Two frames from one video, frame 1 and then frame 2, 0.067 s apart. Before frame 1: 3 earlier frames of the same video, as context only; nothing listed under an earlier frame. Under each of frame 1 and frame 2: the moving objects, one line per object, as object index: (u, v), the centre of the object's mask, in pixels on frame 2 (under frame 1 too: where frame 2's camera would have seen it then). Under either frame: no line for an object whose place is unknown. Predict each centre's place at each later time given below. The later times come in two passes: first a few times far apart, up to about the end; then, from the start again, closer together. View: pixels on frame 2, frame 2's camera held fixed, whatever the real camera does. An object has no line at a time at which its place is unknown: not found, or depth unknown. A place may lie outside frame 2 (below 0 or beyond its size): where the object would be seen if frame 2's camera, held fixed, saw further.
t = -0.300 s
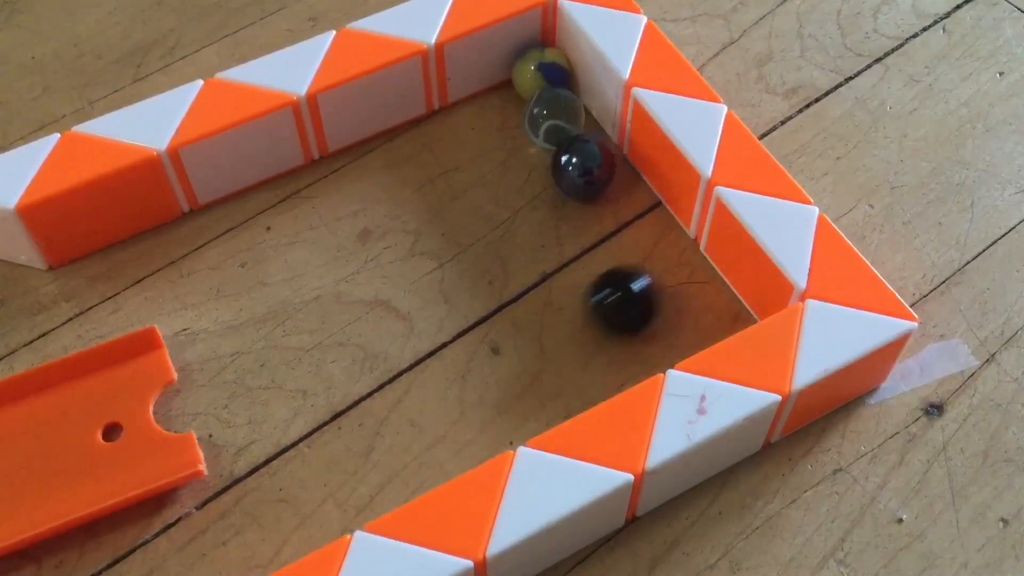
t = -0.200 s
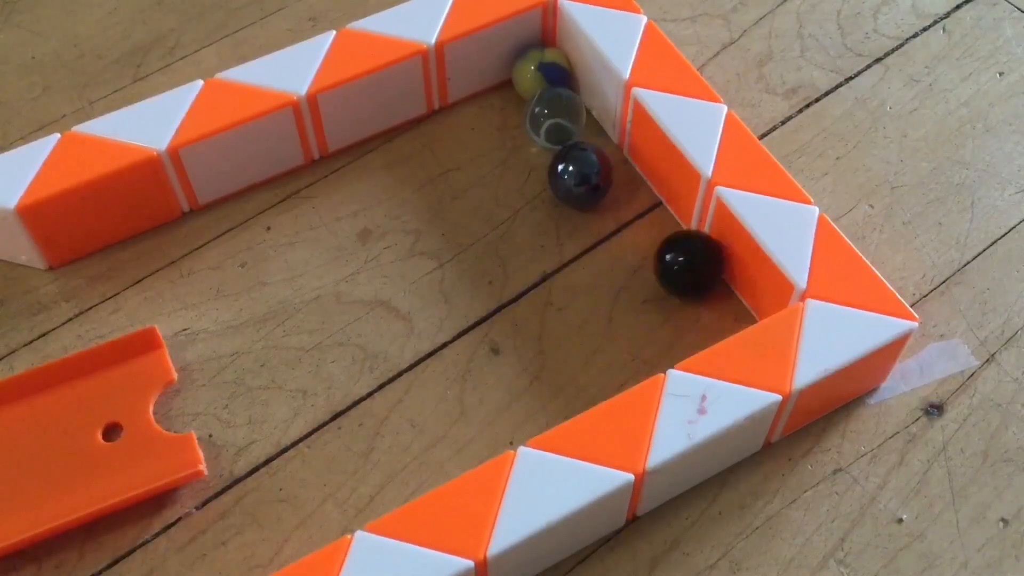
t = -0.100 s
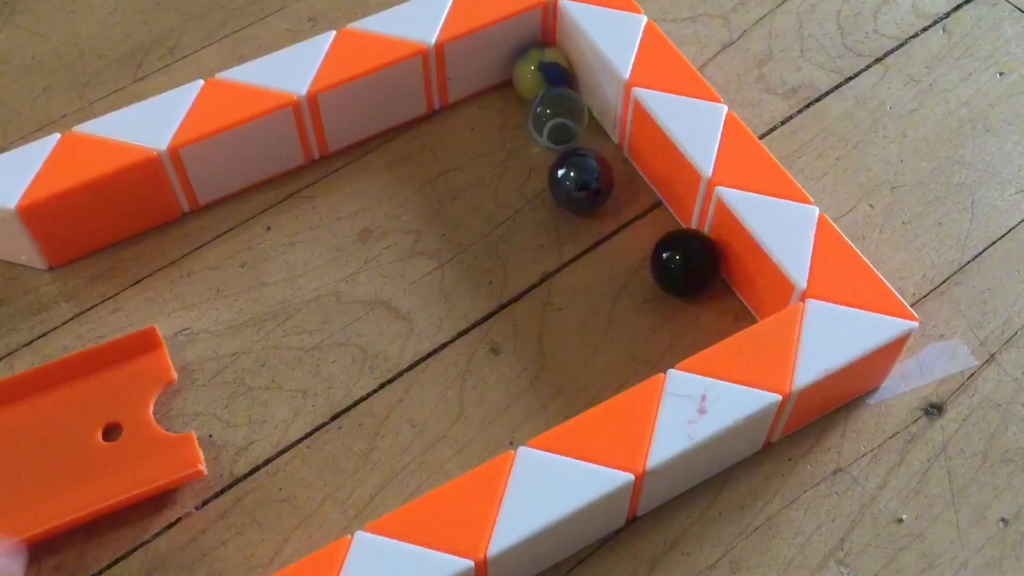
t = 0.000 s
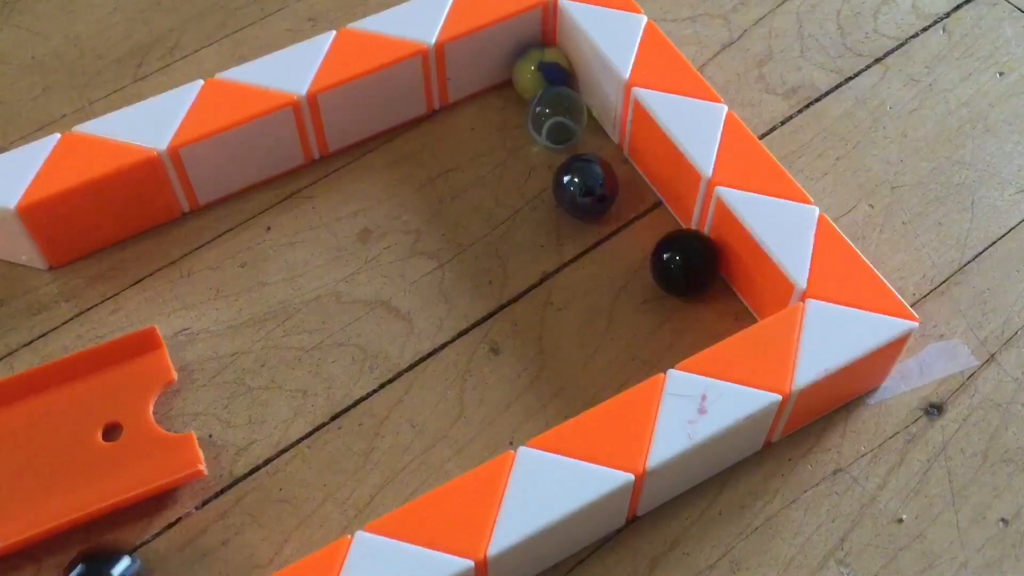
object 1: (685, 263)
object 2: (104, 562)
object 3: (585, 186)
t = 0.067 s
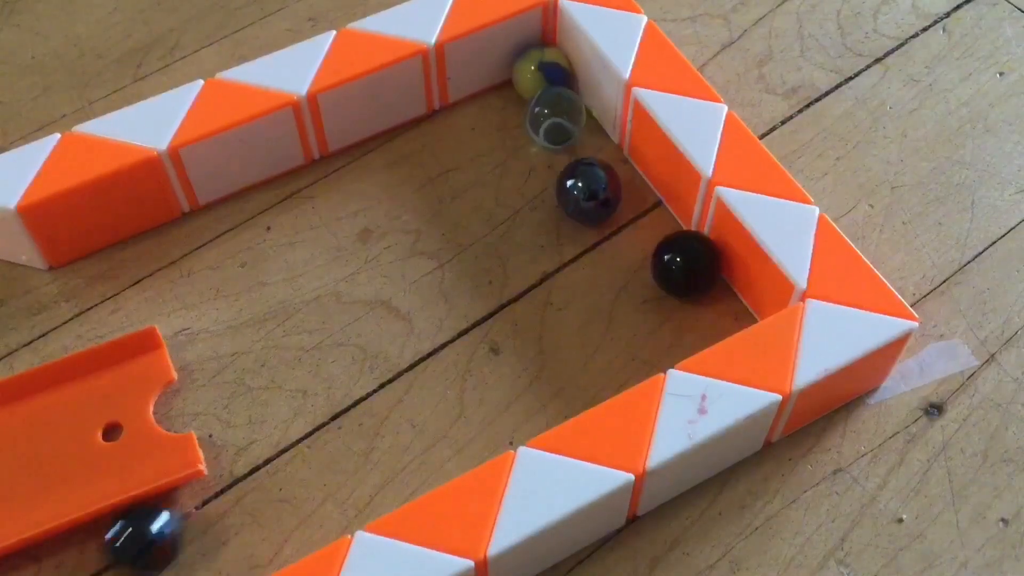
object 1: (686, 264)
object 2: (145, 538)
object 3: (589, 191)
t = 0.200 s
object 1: (692, 265)
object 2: (230, 497)
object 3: (593, 192)
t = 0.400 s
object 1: (693, 265)
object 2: (356, 437)
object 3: (602, 182)
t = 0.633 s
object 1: (693, 265)
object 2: (494, 360)
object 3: (590, 164)
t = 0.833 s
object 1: (693, 265)
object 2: (606, 295)
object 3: (582, 169)
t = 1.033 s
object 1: (686, 271)
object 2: (614, 262)
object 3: (586, 178)
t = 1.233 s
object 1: (672, 273)
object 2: (594, 245)
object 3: (593, 169)
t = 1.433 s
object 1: (669, 273)
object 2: (584, 227)
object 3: (587, 167)
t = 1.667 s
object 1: (678, 272)
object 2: (607, 213)
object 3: (587, 159)
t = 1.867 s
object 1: (677, 272)
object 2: (620, 217)
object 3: (593, 167)
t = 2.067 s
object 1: (676, 273)
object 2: (611, 220)
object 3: (591, 167)
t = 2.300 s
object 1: (677, 273)
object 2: (601, 223)
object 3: (591, 165)
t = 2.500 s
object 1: (677, 272)
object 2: (611, 218)
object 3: (591, 164)
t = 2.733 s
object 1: (677, 273)
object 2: (611, 219)
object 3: (591, 165)
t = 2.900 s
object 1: (677, 273)
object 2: (608, 220)
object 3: (590, 165)
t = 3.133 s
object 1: (677, 273)
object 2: (609, 220)
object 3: (590, 164)
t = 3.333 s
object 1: (677, 273)
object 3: (590, 164)
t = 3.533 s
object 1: (677, 273)
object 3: (591, 165)
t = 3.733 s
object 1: (677, 273)
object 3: (590, 165)
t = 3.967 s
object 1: (677, 272)
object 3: (591, 165)
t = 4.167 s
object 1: (677, 273)
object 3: (591, 165)
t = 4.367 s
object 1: (677, 273)
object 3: (590, 165)
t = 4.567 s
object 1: (677, 273)
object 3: (590, 165)
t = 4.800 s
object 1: (677, 273)
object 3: (590, 165)
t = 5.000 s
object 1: (677, 272)
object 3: (591, 165)
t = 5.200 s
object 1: (677, 273)
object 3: (590, 164)
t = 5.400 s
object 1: (677, 273)
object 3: (590, 165)
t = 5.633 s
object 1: (677, 272)
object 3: (590, 164)
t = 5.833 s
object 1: (677, 273)
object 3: (590, 164)
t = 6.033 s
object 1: (677, 273)
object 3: (590, 165)
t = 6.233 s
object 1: (677, 273)
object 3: (590, 165)
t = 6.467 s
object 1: (677, 273)
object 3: (590, 165)
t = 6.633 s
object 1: (677, 273)
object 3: (591, 164)
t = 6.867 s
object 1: (677, 273)
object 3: (591, 164)
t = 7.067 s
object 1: (676, 273)
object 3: (591, 164)
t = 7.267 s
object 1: (677, 273)
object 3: (590, 164)
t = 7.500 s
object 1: (677, 273)
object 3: (590, 164)
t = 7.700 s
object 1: (677, 273)
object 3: (590, 164)
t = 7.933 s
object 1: (676, 273)
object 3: (590, 164)
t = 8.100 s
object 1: (676, 273)
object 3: (590, 164)
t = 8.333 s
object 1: (676, 273)
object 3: (591, 165)
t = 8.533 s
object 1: (677, 273)
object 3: (591, 164)
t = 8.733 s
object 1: (676, 273)
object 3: (590, 164)
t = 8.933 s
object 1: (677, 273)
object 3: (591, 165)
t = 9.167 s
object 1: (677, 273)
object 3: (591, 165)
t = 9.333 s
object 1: (677, 273)
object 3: (591, 165)
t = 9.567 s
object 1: (677, 273)
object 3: (591, 164)
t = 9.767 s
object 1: (677, 273)
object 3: (591, 164)
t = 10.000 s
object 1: (677, 273)
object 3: (591, 164)
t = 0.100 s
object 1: (687, 265)
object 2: (165, 525)
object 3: (590, 192)
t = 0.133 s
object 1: (688, 266)
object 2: (187, 516)
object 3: (591, 193)
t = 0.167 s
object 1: (690, 266)
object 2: (209, 507)
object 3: (592, 193)
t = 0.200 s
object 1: (692, 265)
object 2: (230, 497)
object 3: (593, 192)
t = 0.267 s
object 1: (693, 265)
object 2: (272, 478)
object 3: (597, 189)
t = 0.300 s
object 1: (693, 266)
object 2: (294, 468)
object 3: (598, 187)
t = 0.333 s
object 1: (693, 266)
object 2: (315, 458)
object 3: (600, 186)
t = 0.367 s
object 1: (693, 266)
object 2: (336, 447)
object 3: (601, 184)
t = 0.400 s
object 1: (693, 265)
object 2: (356, 437)
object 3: (602, 182)
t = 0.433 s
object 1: (693, 265)
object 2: (376, 426)
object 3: (602, 181)
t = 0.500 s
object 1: (693, 265)
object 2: (418, 404)
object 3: (600, 176)
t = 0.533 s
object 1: (693, 265)
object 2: (437, 393)
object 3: (598, 172)
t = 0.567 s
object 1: (693, 266)
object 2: (456, 381)
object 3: (596, 169)
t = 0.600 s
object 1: (693, 265)
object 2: (475, 371)
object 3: (594, 167)
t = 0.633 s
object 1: (693, 265)
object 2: (494, 360)
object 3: (590, 164)
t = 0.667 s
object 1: (693, 266)
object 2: (515, 349)
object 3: (588, 163)
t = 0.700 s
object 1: (693, 266)
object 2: (534, 338)
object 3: (585, 162)
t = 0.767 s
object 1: (693, 265)
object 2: (571, 316)
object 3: (583, 164)
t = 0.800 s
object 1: (693, 265)
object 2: (589, 305)
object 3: (582, 166)
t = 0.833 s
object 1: (693, 265)
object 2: (606, 295)
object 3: (582, 169)
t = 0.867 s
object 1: (692, 265)
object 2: (624, 283)
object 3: (583, 171)
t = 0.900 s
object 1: (692, 267)
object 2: (624, 278)
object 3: (584, 173)
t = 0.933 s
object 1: (689, 268)
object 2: (622, 273)
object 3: (584, 175)
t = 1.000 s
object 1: (688, 270)
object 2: (617, 266)
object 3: (585, 178)
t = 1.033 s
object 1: (686, 271)
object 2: (614, 262)
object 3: (586, 178)
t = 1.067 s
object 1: (684, 271)
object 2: (611, 259)
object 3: (587, 178)
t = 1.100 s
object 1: (681, 271)
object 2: (608, 257)
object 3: (588, 177)
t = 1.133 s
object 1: (678, 271)
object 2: (604, 253)
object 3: (589, 176)
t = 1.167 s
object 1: (676, 272)
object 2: (601, 250)
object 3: (590, 174)
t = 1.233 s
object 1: (672, 273)
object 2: (594, 245)
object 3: (593, 169)
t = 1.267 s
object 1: (669, 272)
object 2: (591, 242)
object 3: (593, 167)
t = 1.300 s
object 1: (669, 272)
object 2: (589, 239)
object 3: (593, 166)
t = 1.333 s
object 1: (668, 271)
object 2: (587, 237)
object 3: (592, 165)
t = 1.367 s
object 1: (668, 272)
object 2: (586, 233)
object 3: (591, 166)
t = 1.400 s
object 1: (668, 272)
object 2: (584, 230)
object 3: (589, 167)
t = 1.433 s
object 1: (669, 273)
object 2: (584, 227)
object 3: (587, 167)
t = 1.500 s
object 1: (671, 273)
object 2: (589, 222)
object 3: (583, 165)
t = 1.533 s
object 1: (672, 273)
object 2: (592, 221)
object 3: (583, 163)
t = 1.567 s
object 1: (674, 273)
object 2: (596, 218)
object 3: (583, 162)
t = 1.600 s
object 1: (675, 273)
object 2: (600, 215)
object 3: (584, 160)
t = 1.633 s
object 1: (677, 272)
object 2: (604, 213)
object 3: (586, 159)
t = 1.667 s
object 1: (678, 272)
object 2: (607, 213)
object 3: (587, 159)
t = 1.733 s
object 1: (679, 272)
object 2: (612, 212)
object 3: (589, 160)
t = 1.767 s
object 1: (679, 272)
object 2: (614, 213)
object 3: (590, 162)
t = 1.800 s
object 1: (678, 272)
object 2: (617, 215)
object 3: (591, 164)
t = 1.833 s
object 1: (678, 272)
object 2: (619, 217)
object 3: (592, 166)
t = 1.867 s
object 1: (677, 272)
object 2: (620, 217)
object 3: (593, 167)
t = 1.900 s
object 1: (677, 272)
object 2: (620, 217)
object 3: (592, 167)
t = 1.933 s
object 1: (677, 273)
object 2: (619, 218)
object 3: (592, 167)
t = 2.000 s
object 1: (676, 273)
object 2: (616, 219)
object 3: (591, 167)
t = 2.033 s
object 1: (676, 273)
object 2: (614, 220)
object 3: (591, 167)
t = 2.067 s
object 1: (676, 273)
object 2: (611, 220)
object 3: (591, 167)
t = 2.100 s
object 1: (676, 273)
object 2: (607, 221)
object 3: (592, 166)
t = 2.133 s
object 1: (676, 273)
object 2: (603, 221)
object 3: (592, 166)
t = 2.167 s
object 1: (676, 273)
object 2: (601, 223)
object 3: (593, 165)
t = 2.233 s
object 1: (676, 273)
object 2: (600, 225)
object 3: (592, 165)
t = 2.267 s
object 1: (676, 273)
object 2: (600, 224)
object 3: (591, 165)
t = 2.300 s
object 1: (677, 273)
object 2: (601, 223)
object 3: (591, 165)
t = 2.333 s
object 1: (677, 273)
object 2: (604, 224)
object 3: (591, 165)
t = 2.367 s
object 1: (677, 273)
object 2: (606, 222)
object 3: (591, 166)
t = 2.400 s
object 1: (677, 273)
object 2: (607, 220)
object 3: (591, 165)
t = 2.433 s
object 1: (677, 272)
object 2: (609, 221)
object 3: (590, 165)
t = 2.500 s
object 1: (677, 272)
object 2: (611, 218)
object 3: (591, 164)
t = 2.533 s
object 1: (677, 272)
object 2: (613, 217)
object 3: (591, 163)
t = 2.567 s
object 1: (677, 272)
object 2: (614, 217)
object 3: (592, 164)
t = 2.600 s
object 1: (677, 272)
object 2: (614, 216)
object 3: (592, 163)
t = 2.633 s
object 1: (677, 272)
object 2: (614, 217)
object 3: (591, 163)
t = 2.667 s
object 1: (677, 273)
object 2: (613, 217)
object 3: (591, 163)
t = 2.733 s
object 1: (677, 273)
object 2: (611, 219)
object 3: (591, 165)
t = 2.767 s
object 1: (677, 273)
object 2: (610, 219)
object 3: (591, 165)
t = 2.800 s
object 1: (677, 273)
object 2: (610, 220)
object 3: (591, 165)
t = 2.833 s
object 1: (677, 273)
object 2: (609, 220)
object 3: (591, 165)
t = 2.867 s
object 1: (677, 273)
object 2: (608, 220)
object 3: (590, 166)
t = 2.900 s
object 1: (677, 273)
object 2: (608, 220)
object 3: (590, 165)
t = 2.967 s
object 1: (677, 273)
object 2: (608, 220)
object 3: (590, 165)
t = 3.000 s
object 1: (677, 273)
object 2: (608, 220)
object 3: (590, 165)
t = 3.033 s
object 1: (677, 273)
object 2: (609, 220)
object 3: (590, 165)
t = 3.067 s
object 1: (677, 273)
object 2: (609, 220)
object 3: (590, 165)
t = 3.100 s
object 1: (677, 273)
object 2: (609, 219)
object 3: (591, 165)
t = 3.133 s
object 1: (677, 273)
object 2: (609, 220)
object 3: (590, 164)
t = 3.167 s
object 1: (677, 273)
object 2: (610, 219)
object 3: (590, 165)
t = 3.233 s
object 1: (677, 273)
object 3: (590, 165)
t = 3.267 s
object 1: (677, 273)
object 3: (590, 165)
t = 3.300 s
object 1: (677, 273)
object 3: (590, 164)
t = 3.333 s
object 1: (677, 273)
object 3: (590, 164)
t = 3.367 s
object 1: (677, 273)
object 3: (590, 164)
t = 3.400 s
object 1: (677, 273)
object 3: (590, 164)
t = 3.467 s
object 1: (677, 273)
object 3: (590, 164)
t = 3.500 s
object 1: (677, 273)
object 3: (590, 165)
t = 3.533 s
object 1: (677, 273)
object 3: (591, 165)
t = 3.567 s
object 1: (677, 273)
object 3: (591, 165)
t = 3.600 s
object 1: (677, 273)
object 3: (590, 165)
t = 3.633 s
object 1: (677, 273)
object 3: (590, 165)
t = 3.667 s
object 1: (677, 273)
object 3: (590, 165)
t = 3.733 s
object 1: (677, 273)
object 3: (590, 165)
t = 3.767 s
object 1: (677, 273)
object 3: (590, 165)
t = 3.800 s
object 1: (677, 273)
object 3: (591, 165)
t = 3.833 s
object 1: (676, 273)
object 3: (590, 165)
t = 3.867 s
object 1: (677, 272)
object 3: (591, 165)
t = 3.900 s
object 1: (676, 272)
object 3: (591, 165)
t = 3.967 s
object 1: (677, 272)
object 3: (591, 165)
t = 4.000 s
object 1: (677, 272)
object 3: (591, 165)
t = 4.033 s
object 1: (677, 272)
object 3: (591, 165)
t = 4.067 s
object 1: (677, 273)
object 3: (591, 165)
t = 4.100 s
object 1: (677, 272)
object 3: (591, 165)
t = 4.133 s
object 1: (676, 272)
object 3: (591, 165)
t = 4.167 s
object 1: (677, 273)
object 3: (591, 165)
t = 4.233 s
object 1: (677, 272)
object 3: (590, 165)
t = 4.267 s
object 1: (677, 273)
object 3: (590, 165)
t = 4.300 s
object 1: (677, 272)
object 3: (590, 165)
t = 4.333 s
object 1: (677, 273)
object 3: (590, 165)
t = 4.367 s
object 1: (677, 273)
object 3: (590, 165)
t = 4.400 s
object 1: (677, 272)
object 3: (590, 165)
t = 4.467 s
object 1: (677, 273)
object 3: (591, 165)
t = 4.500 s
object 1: (677, 273)
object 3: (590, 165)
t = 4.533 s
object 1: (677, 273)
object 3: (590, 165)
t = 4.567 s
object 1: (677, 273)
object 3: (590, 165)
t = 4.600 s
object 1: (677, 273)
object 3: (590, 165)
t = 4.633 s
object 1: (677, 273)
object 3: (590, 165)
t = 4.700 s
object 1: (677, 273)
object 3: (590, 165)
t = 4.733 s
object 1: (677, 273)
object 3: (590, 165)
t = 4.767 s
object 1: (677, 273)
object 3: (590, 165)
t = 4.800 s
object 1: (677, 273)
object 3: (590, 165)
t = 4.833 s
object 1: (677, 273)
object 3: (591, 165)
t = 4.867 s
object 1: (677, 273)
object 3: (591, 165)
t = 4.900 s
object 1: (677, 273)
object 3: (591, 165)
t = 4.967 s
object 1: (677, 273)
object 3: (591, 165)
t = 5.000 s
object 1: (677, 272)
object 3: (591, 165)
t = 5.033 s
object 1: (677, 272)
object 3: (591, 165)
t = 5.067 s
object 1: (677, 272)
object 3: (590, 165)
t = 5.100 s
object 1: (677, 273)
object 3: (590, 165)
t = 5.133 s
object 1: (677, 273)
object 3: (590, 165)
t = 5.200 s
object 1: (677, 273)
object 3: (590, 164)
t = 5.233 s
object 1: (677, 272)
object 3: (590, 164)
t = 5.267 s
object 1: (677, 273)
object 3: (591, 164)
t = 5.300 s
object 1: (677, 273)
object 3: (591, 164)
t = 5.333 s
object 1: (677, 273)
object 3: (590, 164)
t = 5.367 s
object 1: (677, 273)
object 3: (590, 165)
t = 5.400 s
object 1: (677, 273)
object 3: (590, 165)
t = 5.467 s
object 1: (677, 273)
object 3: (590, 164)
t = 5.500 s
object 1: (677, 273)
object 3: (590, 165)
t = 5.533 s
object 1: (677, 272)
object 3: (591, 165)
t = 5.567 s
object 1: (677, 272)
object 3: (591, 165)
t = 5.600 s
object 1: (677, 272)
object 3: (590, 164)
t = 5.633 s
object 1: (677, 272)
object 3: (590, 164)
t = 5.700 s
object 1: (677, 273)
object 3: (590, 164)
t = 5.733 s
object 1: (677, 273)
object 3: (590, 164)
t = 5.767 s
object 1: (677, 272)
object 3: (590, 164)
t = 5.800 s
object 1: (677, 272)
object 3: (591, 164)
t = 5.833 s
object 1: (677, 273)
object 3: (590, 164)
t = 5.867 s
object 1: (677, 273)
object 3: (590, 164)
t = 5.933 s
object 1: (677, 273)
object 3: (590, 164)
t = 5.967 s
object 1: (677, 273)
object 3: (590, 164)
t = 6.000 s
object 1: (677, 273)
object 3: (590, 165)
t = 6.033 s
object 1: (677, 273)
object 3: (590, 165)
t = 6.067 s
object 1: (677, 273)
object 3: (590, 165)
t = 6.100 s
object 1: (677, 273)
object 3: (590, 165)
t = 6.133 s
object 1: (677, 273)
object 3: (590, 165)
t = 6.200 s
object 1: (677, 273)
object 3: (590, 165)
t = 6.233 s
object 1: (677, 273)
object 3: (590, 165)
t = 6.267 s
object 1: (677, 273)
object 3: (590, 165)
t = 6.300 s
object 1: (677, 273)
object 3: (590, 165)
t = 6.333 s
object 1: (677, 273)
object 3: (590, 165)
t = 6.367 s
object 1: (677, 273)
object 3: (590, 165)
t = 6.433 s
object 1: (677, 273)
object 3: (590, 164)
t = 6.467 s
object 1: (677, 273)
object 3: (590, 165)
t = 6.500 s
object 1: (677, 272)
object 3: (590, 164)
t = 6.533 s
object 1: (677, 272)
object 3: (590, 164)
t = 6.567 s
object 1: (677, 273)
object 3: (591, 164)
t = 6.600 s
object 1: (677, 273)
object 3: (591, 164)
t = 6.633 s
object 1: (677, 273)
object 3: (591, 164)
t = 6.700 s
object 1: (677, 273)
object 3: (591, 164)
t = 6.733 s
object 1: (677, 273)
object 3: (591, 164)
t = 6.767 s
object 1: (677, 273)
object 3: (591, 164)
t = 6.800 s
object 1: (677, 273)
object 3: (591, 164)
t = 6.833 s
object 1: (676, 273)
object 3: (591, 164)
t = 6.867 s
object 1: (677, 273)
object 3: (591, 164)
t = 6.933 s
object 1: (676, 273)
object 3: (591, 164)
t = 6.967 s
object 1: (677, 273)
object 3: (591, 164)
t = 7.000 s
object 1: (676, 273)
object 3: (591, 164)
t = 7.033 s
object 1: (677, 273)
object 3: (591, 164)
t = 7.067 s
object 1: (676, 273)
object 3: (591, 164)
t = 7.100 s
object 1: (677, 273)
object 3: (591, 164)
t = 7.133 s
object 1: (677, 273)
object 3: (591, 164)
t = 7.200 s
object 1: (677, 273)
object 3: (591, 164)
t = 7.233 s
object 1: (677, 273)
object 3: (591, 164)
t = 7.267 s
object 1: (677, 273)
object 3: (590, 164)
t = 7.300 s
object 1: (677, 273)
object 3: (590, 164)
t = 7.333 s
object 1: (677, 273)
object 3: (590, 164)
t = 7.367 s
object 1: (677, 273)
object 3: (590, 164)
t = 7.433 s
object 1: (677, 273)
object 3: (590, 164)
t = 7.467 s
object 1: (677, 273)
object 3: (590, 164)
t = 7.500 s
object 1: (677, 273)
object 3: (590, 164)
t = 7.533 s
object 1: (677, 273)
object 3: (590, 164)
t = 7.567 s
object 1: (677, 273)
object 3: (590, 164)
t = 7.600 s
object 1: (677, 273)
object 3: (591, 164)
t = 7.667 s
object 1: (677, 273)
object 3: (590, 164)
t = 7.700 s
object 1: (677, 273)
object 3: (590, 164)
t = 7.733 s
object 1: (677, 273)
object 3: (591, 164)
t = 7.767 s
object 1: (677, 273)
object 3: (590, 164)
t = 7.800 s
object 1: (677, 273)
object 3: (590, 164)
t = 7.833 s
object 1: (677, 273)
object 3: (590, 164)
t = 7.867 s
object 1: (676, 272)
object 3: (590, 164)
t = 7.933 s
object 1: (676, 273)
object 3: (590, 164)
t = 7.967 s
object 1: (676, 273)
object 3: (591, 164)
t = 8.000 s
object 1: (677, 273)
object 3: (590, 164)
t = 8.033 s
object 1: (676, 273)
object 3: (591, 164)
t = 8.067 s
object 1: (676, 273)
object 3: (590, 164)
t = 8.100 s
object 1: (676, 273)
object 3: (590, 164)
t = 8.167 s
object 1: (676, 273)
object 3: (590, 164)
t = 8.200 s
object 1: (676, 273)
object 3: (591, 164)
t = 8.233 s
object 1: (676, 273)
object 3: (591, 165)
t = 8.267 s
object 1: (676, 273)
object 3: (591, 164)
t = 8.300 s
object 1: (676, 273)
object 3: (591, 165)
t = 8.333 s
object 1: (676, 273)
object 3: (591, 165)
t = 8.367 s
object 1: (676, 273)
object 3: (591, 165)
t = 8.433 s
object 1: (676, 273)
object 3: (591, 164)
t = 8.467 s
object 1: (676, 273)
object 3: (591, 164)
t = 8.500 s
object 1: (676, 273)
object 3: (591, 164)
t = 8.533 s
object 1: (677, 273)
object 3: (591, 164)
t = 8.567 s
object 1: (676, 272)
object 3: (590, 164)
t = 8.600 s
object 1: (676, 272)
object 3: (590, 164)
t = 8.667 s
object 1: (676, 273)
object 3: (590, 164)
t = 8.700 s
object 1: (676, 273)
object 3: (590, 164)
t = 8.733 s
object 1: (676, 273)
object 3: (590, 164)
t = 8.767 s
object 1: (677, 273)
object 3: (590, 164)
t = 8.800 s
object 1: (676, 273)
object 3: (591, 165)
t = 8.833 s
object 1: (677, 273)
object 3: (591, 164)
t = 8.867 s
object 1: (677, 273)
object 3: (590, 164)
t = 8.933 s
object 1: (677, 273)
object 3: (591, 165)
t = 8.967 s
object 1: (677, 273)
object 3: (591, 165)
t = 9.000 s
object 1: (677, 273)
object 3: (591, 164)
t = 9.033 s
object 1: (677, 273)
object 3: (590, 164)
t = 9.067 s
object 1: (677, 273)
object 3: (590, 164)
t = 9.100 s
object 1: (677, 273)
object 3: (590, 164)
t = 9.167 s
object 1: (677, 273)
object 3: (591, 165)
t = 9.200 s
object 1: (677, 273)
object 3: (591, 164)
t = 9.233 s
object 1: (677, 273)
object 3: (591, 165)
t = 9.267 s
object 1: (677, 273)
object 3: (591, 165)
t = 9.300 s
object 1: (677, 273)
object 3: (591, 165)
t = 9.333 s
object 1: (677, 273)
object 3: (591, 165)
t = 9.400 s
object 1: (677, 273)
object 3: (591, 165)
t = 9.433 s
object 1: (677, 273)
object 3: (591, 165)
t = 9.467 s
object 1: (677, 273)
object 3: (591, 165)
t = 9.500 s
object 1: (677, 273)
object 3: (591, 165)
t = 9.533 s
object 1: (677, 273)
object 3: (591, 165)
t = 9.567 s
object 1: (677, 273)
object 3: (591, 164)
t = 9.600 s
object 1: (677, 273)
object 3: (591, 164)
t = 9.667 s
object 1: (677, 273)
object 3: (591, 164)
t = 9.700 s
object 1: (677, 273)
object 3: (591, 164)
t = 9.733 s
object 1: (677, 273)
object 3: (591, 164)
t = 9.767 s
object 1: (677, 273)
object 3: (591, 164)
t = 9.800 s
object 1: (677, 273)
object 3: (591, 164)
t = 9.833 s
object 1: (677, 273)
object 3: (591, 164)
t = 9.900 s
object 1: (677, 273)
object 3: (591, 164)
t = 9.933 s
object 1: (677, 273)
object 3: (591, 164)
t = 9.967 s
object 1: (677, 273)
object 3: (591, 164)
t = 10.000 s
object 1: (677, 273)
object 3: (591, 164)
